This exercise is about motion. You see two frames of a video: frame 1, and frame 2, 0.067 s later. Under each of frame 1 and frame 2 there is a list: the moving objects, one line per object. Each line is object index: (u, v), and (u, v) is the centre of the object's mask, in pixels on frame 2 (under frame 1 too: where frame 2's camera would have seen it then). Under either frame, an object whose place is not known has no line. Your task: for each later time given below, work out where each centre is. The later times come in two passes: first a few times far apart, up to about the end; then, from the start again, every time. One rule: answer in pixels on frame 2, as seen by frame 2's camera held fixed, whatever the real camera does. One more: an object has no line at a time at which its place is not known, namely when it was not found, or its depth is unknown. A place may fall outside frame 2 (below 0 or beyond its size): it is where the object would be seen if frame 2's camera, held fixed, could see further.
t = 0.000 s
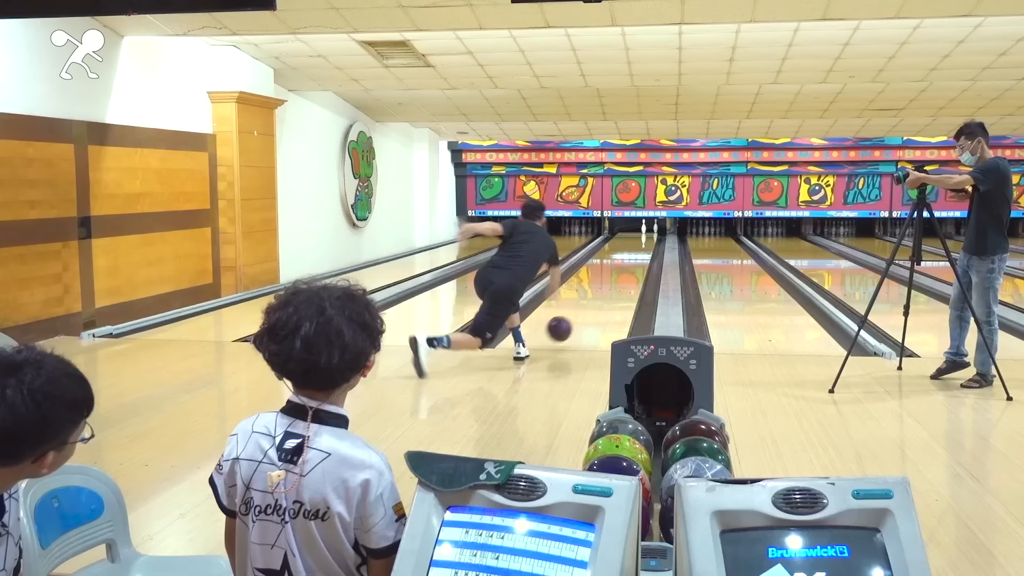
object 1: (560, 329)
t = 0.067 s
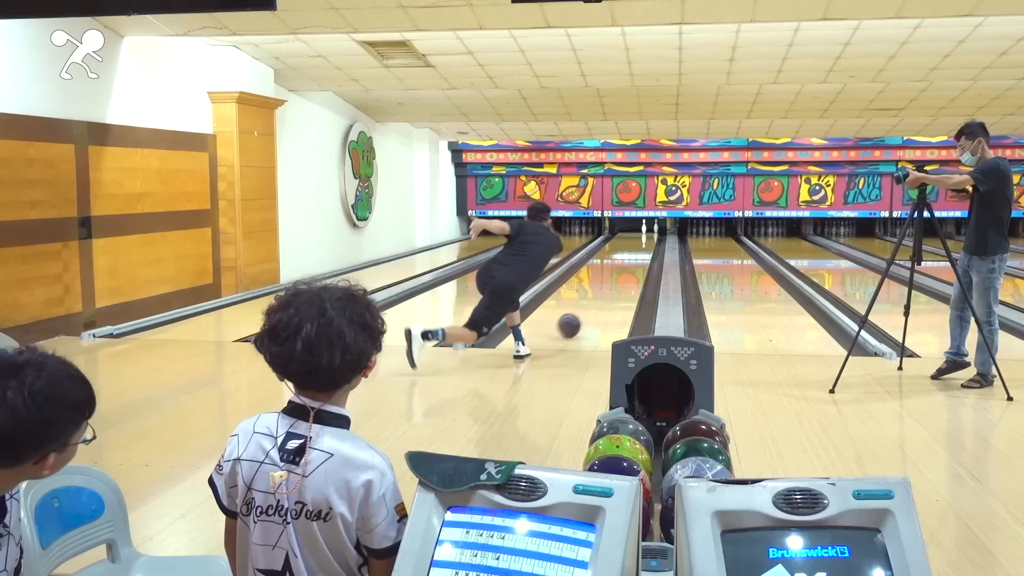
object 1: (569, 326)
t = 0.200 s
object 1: (587, 309)
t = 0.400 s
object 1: (602, 288)
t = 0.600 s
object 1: (615, 275)
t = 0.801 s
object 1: (625, 264)
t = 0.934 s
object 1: (629, 258)
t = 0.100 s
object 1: (574, 321)
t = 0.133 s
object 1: (579, 318)
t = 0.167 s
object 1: (586, 316)
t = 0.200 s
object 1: (587, 309)
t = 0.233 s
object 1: (588, 305)
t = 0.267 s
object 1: (591, 300)
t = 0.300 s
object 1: (595, 297)
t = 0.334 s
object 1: (598, 294)
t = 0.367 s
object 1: (600, 291)
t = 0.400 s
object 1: (602, 288)
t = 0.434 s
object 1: (604, 286)
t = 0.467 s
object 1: (607, 283)
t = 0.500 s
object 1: (609, 281)
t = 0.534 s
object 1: (611, 279)
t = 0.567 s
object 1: (613, 277)
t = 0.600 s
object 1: (615, 275)
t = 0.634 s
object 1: (616, 272)
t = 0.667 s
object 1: (619, 270)
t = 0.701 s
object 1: (620, 269)
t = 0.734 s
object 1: (622, 267)
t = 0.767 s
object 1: (623, 266)
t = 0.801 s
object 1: (625, 264)
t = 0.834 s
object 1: (626, 263)
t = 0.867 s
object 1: (627, 261)
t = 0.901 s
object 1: (628, 259)
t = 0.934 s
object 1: (629, 258)
